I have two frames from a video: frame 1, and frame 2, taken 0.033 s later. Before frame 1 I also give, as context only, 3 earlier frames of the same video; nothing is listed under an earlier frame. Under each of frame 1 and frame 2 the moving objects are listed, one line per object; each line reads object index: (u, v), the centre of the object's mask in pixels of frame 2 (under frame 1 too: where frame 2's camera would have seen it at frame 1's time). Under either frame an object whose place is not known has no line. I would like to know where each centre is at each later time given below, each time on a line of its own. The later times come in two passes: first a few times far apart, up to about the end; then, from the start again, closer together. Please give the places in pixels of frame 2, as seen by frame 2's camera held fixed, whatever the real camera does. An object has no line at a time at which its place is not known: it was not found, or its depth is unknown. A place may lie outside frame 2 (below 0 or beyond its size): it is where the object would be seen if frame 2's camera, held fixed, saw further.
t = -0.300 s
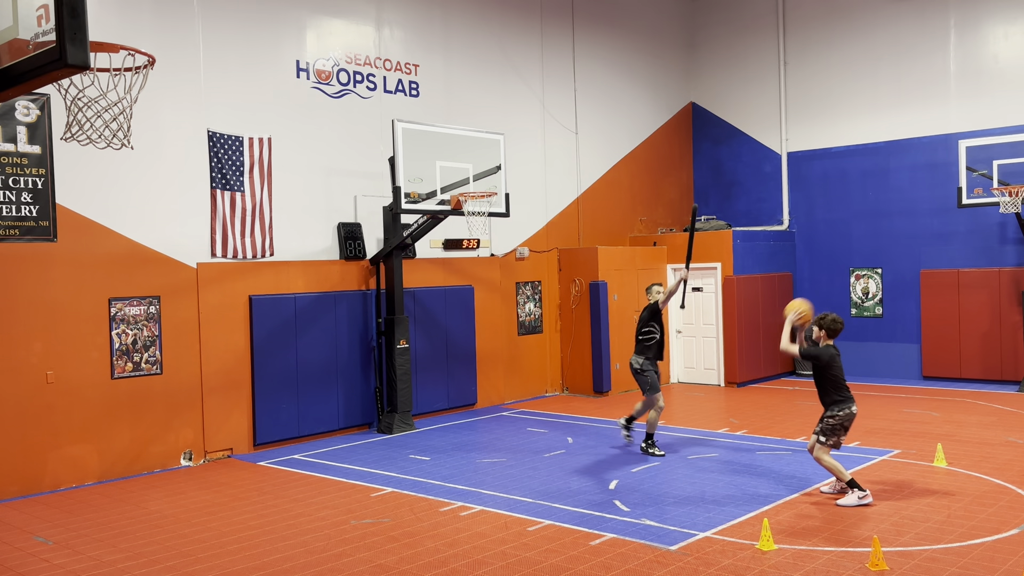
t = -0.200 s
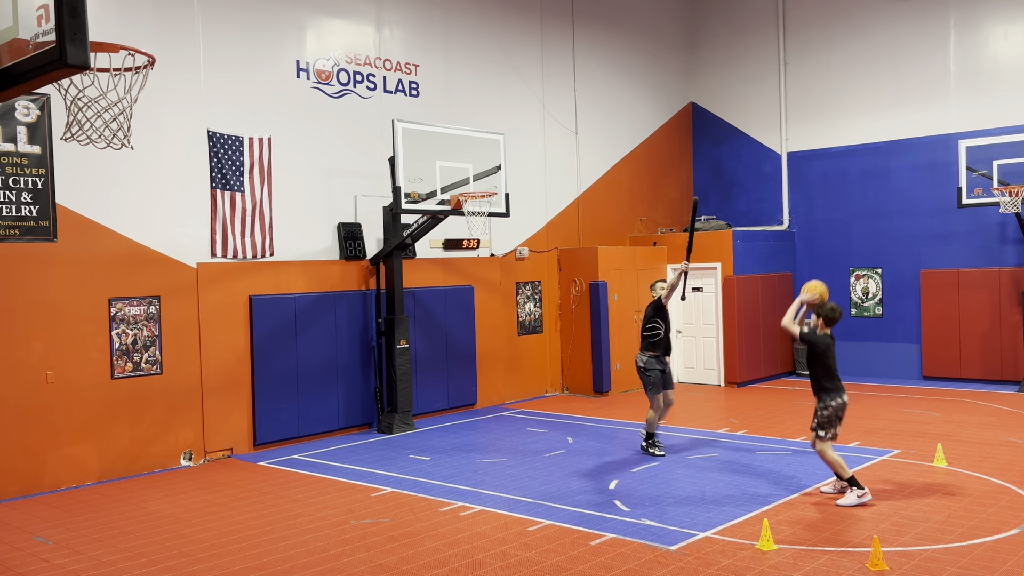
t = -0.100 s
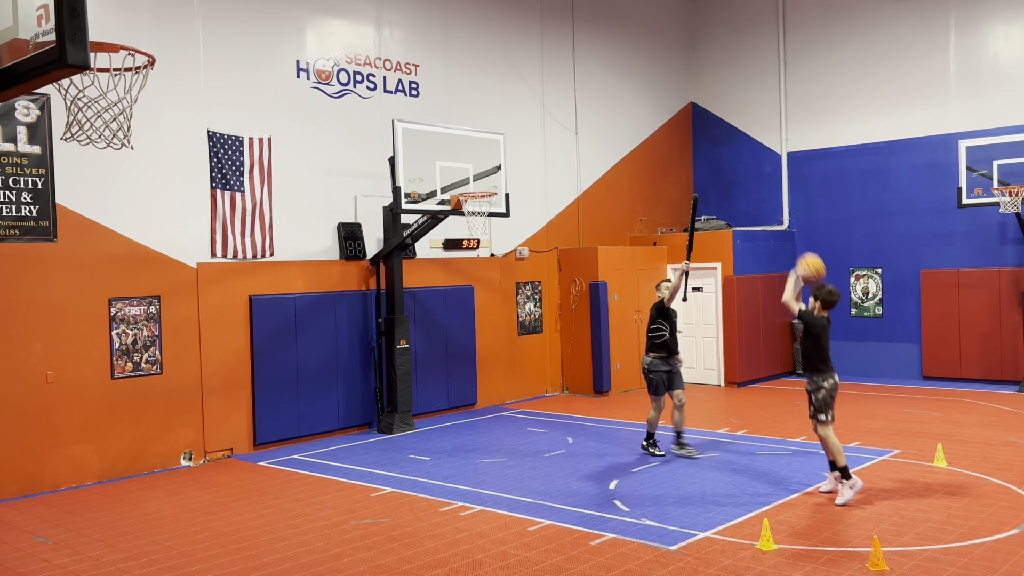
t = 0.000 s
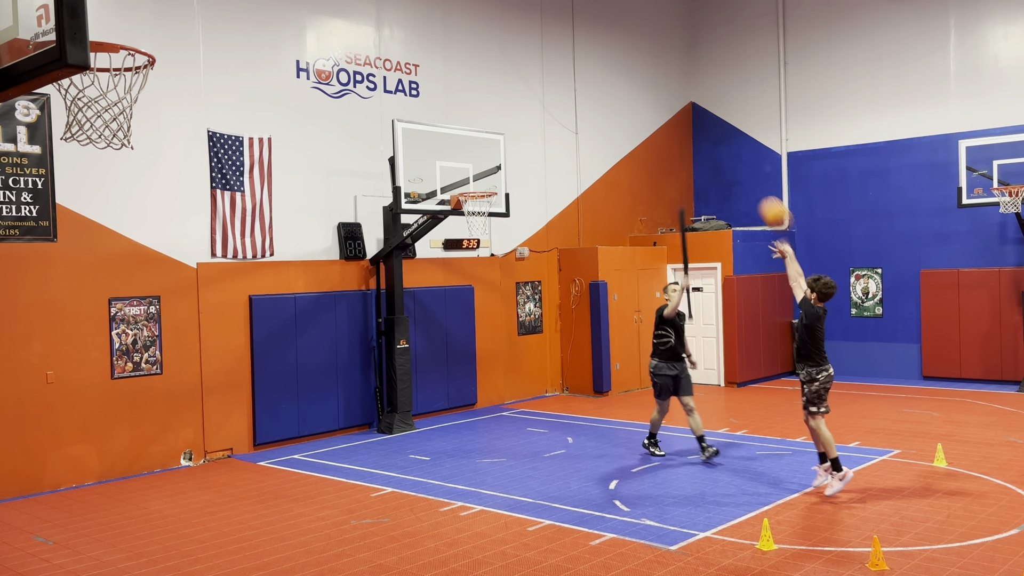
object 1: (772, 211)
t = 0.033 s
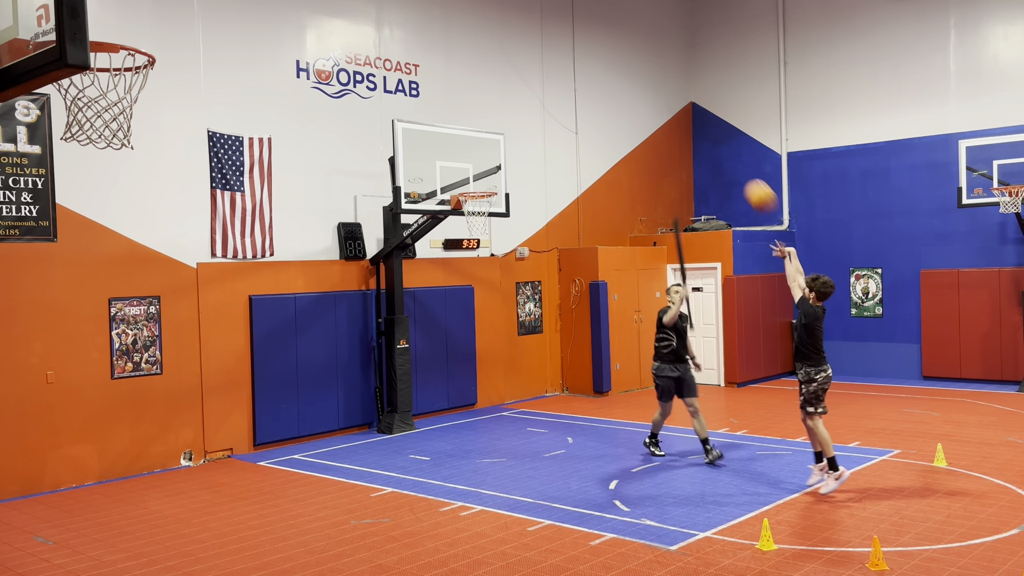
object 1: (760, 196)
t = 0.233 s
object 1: (680, 120)
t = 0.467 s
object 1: (601, 91)
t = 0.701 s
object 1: (534, 113)
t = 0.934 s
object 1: (478, 175)
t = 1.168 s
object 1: (489, 209)
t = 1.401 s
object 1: (491, 217)
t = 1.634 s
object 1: (472, 248)
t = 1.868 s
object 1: (454, 324)
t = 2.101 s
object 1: (438, 441)
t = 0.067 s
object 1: (746, 180)
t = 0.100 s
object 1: (732, 165)
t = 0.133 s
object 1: (718, 152)
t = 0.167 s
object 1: (705, 141)
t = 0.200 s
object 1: (692, 130)
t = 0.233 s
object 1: (680, 120)
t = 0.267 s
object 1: (667, 113)
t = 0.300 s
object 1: (654, 106)
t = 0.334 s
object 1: (643, 101)
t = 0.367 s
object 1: (632, 97)
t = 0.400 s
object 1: (621, 93)
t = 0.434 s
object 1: (611, 92)
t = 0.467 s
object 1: (601, 91)
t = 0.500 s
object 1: (590, 91)
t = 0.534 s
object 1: (581, 92)
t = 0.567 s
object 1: (571, 94)
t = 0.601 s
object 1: (562, 97)
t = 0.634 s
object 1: (552, 101)
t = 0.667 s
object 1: (543, 107)
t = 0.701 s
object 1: (534, 113)
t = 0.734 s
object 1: (526, 119)
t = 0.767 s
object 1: (517, 127)
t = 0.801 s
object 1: (509, 135)
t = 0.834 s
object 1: (501, 144)
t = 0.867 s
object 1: (493, 153)
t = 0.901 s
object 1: (486, 164)
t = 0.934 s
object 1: (478, 175)
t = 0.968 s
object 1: (471, 185)
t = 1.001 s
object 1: (470, 194)
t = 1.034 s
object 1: (475, 201)
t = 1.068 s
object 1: (478, 205)
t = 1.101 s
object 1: (483, 207)
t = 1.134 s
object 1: (486, 209)
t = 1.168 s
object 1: (489, 209)
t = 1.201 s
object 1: (492, 209)
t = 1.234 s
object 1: (494, 210)
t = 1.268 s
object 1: (495, 210)
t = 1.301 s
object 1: (495, 212)
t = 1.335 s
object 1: (494, 213)
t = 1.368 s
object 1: (493, 215)
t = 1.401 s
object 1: (491, 217)
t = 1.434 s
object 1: (488, 219)
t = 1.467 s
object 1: (486, 222)
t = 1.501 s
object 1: (483, 225)
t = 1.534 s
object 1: (481, 231)
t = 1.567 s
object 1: (478, 236)
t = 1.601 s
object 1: (475, 242)
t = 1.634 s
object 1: (472, 248)
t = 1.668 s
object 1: (470, 256)
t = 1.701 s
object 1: (467, 265)
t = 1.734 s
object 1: (464, 274)
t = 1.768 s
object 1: (462, 286)
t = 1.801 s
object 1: (459, 298)
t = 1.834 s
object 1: (457, 311)
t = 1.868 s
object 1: (454, 324)
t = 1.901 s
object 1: (452, 339)
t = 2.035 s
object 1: (443, 405)
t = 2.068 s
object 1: (441, 425)
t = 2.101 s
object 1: (438, 441)
